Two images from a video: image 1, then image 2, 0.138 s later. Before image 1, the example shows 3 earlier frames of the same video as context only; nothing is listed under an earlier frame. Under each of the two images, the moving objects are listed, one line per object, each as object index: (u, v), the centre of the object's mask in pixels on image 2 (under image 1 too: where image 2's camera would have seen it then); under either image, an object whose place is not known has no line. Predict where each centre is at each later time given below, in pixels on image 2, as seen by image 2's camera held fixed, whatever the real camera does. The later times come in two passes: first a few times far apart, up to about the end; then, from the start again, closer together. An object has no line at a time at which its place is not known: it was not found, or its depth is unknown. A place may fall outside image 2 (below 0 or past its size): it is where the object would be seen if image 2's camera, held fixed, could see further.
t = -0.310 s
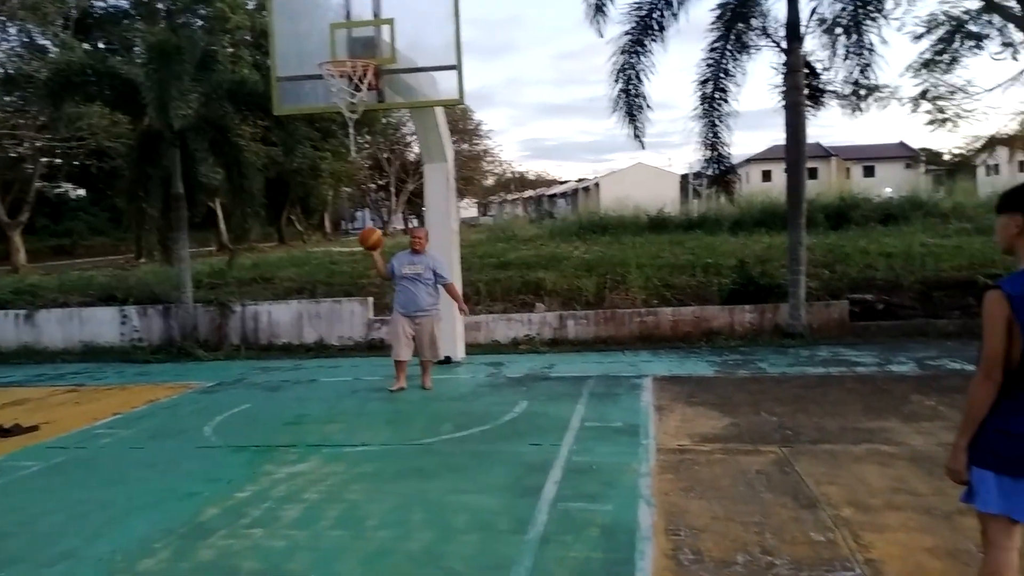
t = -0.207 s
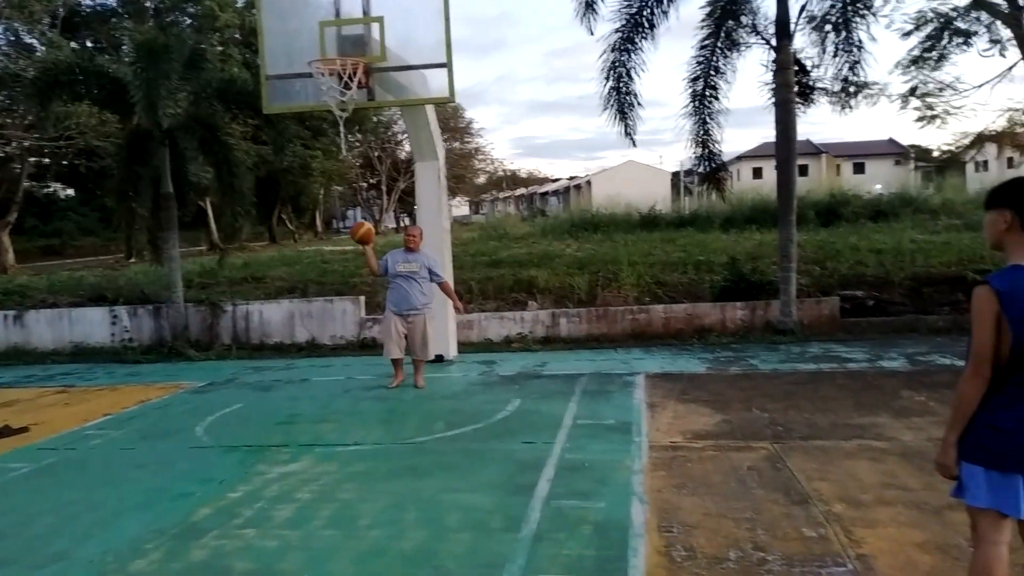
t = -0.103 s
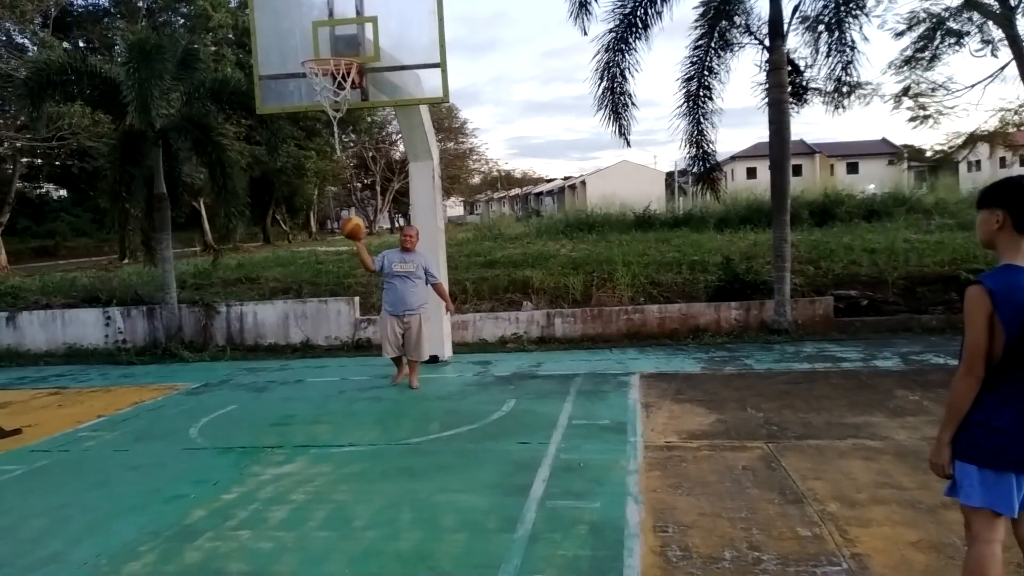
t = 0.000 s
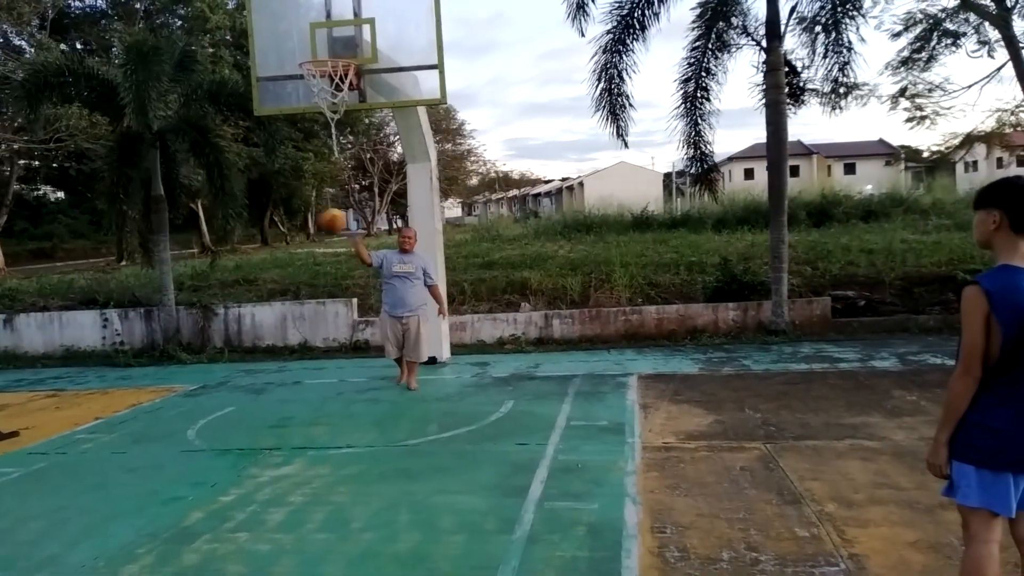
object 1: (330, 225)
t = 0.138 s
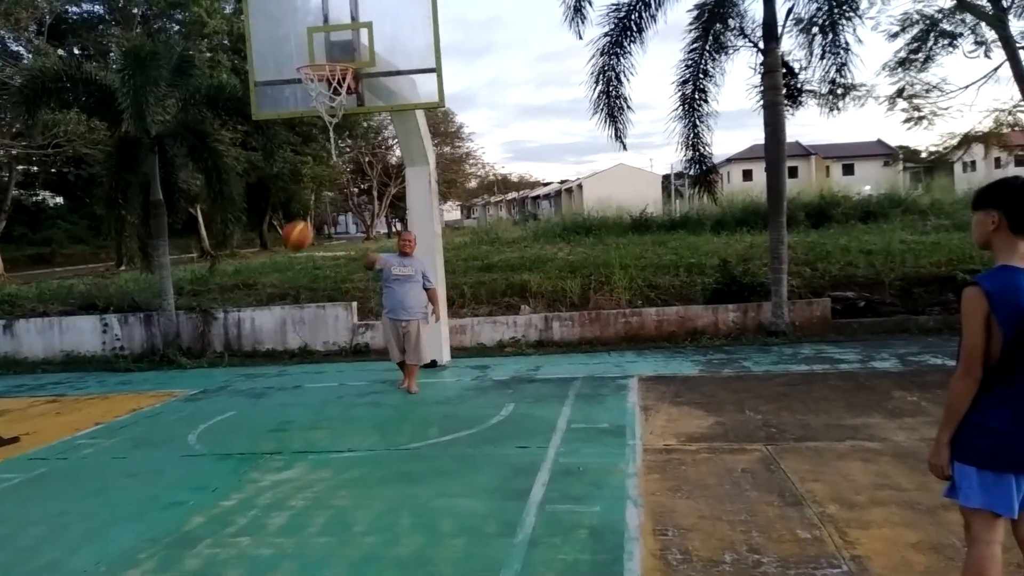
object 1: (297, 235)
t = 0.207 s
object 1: (282, 250)
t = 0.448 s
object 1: (222, 370)
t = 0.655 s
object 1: (163, 445)
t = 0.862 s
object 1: (111, 343)
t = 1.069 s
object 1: (42, 297)
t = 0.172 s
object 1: (289, 242)
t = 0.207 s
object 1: (282, 250)
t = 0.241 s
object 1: (275, 261)
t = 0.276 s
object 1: (267, 273)
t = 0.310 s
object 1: (258, 287)
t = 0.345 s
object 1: (249, 302)
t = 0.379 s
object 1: (239, 326)
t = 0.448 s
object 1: (222, 370)
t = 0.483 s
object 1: (212, 401)
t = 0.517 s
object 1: (201, 433)
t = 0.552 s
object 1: (189, 470)
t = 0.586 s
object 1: (180, 488)
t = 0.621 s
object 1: (171, 465)
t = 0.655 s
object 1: (163, 445)
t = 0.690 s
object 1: (153, 423)
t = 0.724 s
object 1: (146, 404)
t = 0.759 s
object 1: (137, 386)
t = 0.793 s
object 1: (128, 371)
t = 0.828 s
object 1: (120, 355)
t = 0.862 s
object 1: (111, 343)
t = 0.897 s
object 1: (101, 330)
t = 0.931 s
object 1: (90, 319)
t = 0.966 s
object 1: (81, 310)
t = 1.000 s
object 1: (71, 302)
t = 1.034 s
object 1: (62, 299)
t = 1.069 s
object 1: (42, 297)
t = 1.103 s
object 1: (33, 299)
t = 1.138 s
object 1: (22, 304)
